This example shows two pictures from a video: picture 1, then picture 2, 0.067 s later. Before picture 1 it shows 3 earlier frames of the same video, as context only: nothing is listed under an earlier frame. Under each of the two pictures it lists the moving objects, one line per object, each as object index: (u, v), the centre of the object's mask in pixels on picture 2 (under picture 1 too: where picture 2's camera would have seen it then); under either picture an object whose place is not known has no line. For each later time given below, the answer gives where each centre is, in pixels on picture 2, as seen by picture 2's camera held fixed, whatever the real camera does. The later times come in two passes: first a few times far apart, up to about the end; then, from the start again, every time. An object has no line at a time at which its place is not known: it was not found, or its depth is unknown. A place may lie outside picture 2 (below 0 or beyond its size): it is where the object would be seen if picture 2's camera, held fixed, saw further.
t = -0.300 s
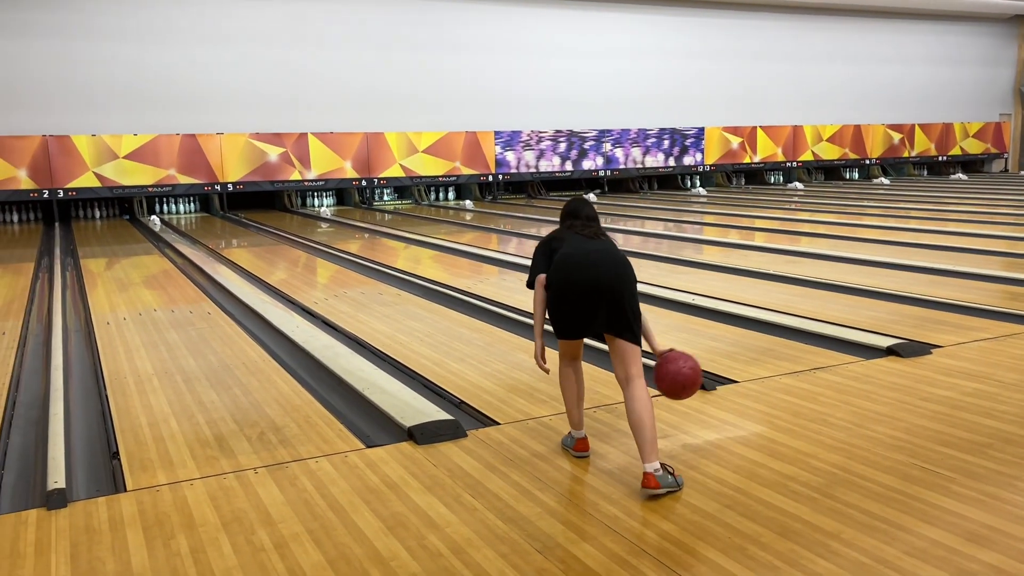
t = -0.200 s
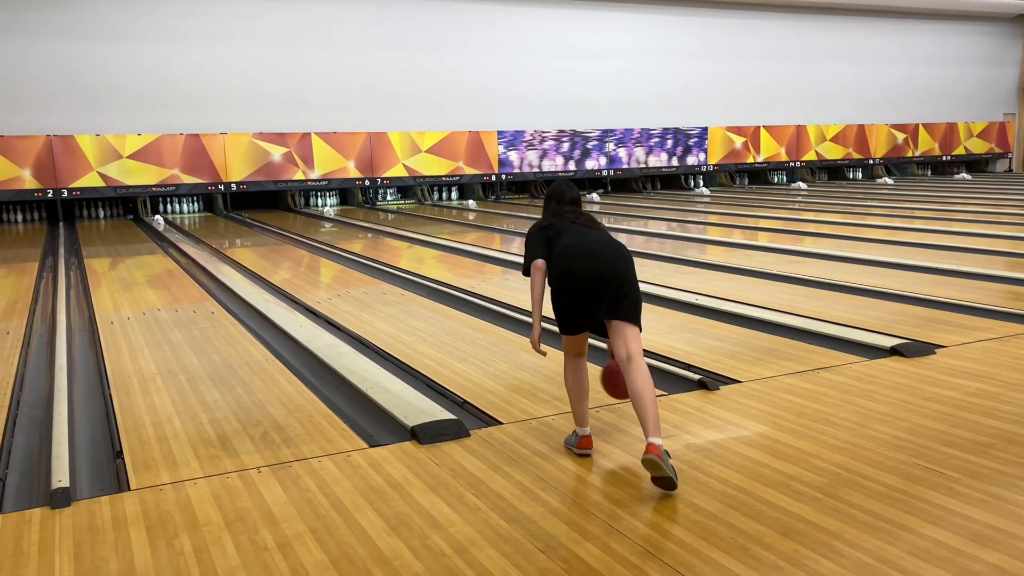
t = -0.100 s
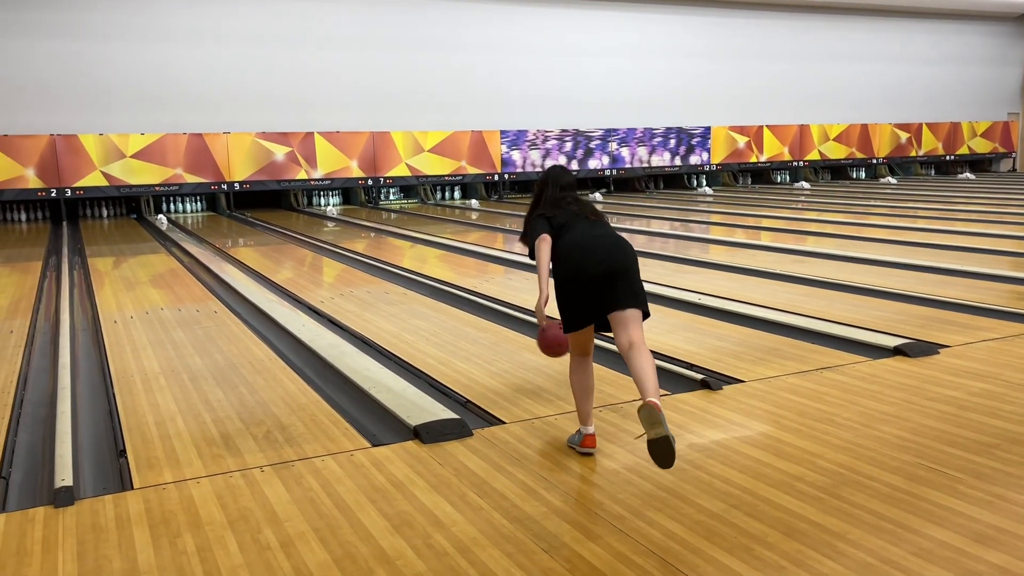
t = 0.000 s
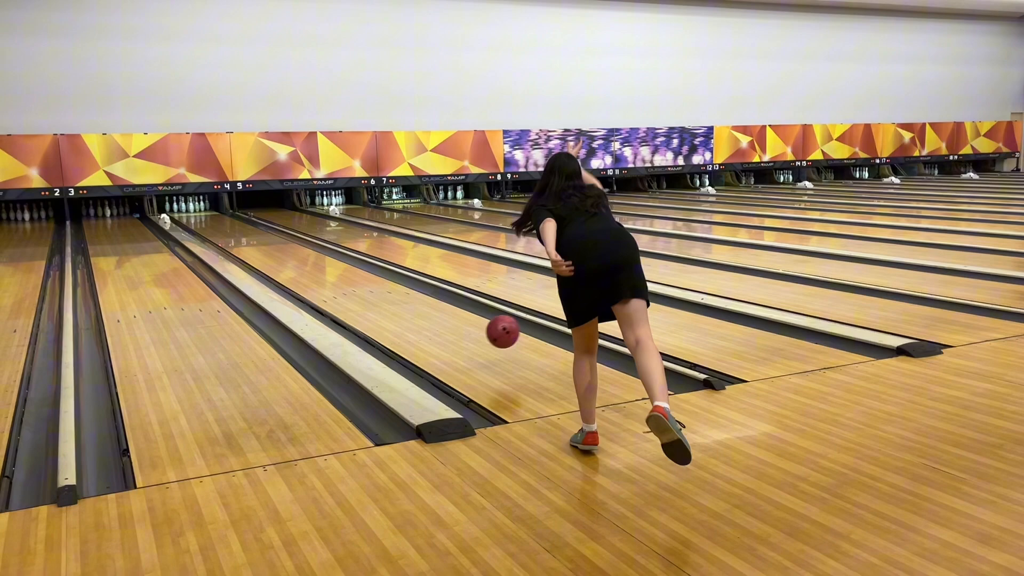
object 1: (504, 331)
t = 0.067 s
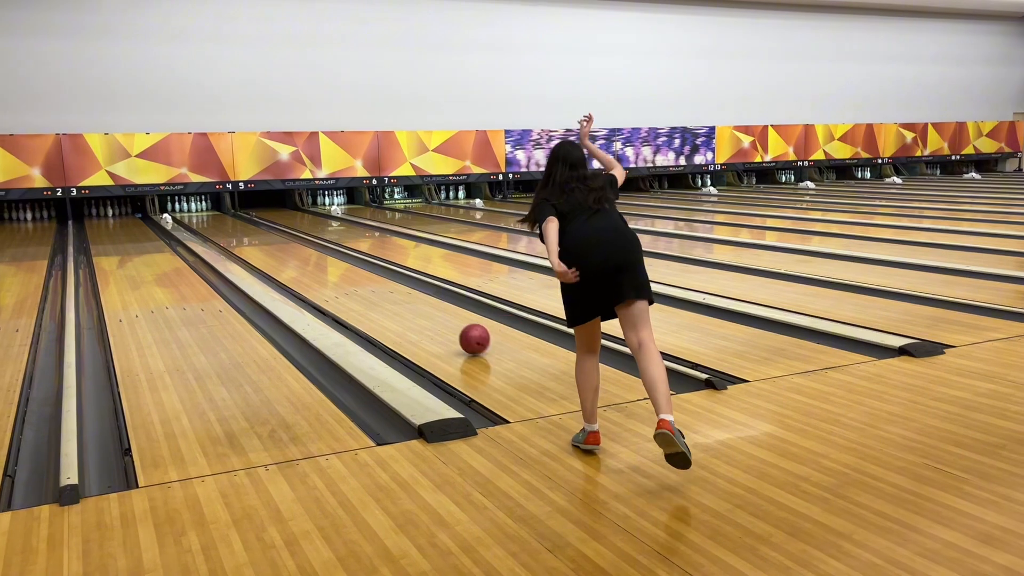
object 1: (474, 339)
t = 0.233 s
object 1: (415, 313)
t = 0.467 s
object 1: (356, 287)
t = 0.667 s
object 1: (319, 271)
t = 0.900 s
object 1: (287, 257)
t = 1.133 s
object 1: (263, 247)
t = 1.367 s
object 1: (244, 239)
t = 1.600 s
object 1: (230, 234)
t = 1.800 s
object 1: (220, 230)
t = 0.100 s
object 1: (461, 332)
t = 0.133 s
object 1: (448, 328)
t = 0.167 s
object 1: (436, 322)
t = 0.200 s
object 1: (425, 318)
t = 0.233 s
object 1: (415, 313)
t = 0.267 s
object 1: (405, 308)
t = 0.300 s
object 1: (395, 304)
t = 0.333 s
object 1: (387, 300)
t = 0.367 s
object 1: (378, 297)
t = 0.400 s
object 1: (371, 293)
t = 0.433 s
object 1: (363, 290)
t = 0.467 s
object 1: (356, 287)
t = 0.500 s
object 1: (349, 284)
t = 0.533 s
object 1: (343, 281)
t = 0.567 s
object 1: (336, 278)
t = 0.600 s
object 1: (330, 276)
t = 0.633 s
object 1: (325, 273)
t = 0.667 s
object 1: (319, 271)
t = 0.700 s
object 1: (314, 269)
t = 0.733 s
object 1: (309, 267)
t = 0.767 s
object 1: (305, 264)
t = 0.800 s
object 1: (300, 263)
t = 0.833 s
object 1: (296, 261)
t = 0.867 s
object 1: (291, 259)
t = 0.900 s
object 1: (287, 257)
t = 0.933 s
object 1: (284, 255)
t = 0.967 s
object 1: (280, 254)
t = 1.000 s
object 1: (276, 252)
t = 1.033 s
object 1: (273, 251)
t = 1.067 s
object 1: (269, 249)
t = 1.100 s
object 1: (266, 248)
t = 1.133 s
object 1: (263, 247)
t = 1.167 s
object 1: (260, 245)
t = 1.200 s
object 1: (258, 245)
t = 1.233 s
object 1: (255, 243)
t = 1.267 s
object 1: (252, 242)
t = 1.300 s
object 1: (250, 241)
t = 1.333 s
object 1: (247, 240)
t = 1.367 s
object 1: (244, 239)
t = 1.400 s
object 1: (243, 238)
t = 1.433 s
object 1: (240, 237)
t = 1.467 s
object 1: (238, 237)
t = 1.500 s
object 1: (236, 236)
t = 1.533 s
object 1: (234, 235)
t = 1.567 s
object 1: (232, 234)
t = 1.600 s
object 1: (230, 234)
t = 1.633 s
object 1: (229, 233)
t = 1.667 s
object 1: (227, 232)
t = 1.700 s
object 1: (225, 232)
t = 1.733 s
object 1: (224, 231)
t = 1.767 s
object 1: (222, 230)
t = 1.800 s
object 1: (220, 230)
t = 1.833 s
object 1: (218, 229)
